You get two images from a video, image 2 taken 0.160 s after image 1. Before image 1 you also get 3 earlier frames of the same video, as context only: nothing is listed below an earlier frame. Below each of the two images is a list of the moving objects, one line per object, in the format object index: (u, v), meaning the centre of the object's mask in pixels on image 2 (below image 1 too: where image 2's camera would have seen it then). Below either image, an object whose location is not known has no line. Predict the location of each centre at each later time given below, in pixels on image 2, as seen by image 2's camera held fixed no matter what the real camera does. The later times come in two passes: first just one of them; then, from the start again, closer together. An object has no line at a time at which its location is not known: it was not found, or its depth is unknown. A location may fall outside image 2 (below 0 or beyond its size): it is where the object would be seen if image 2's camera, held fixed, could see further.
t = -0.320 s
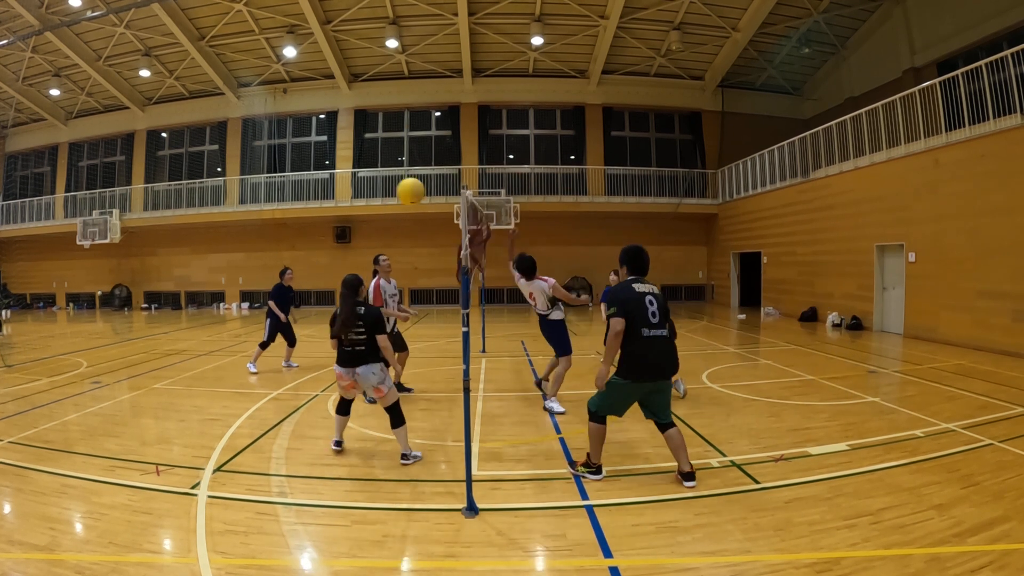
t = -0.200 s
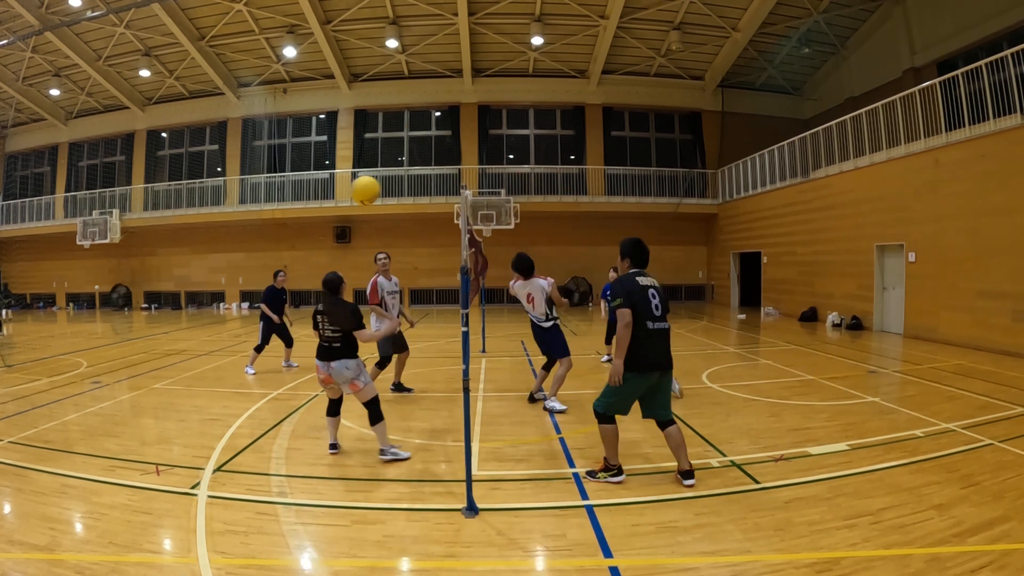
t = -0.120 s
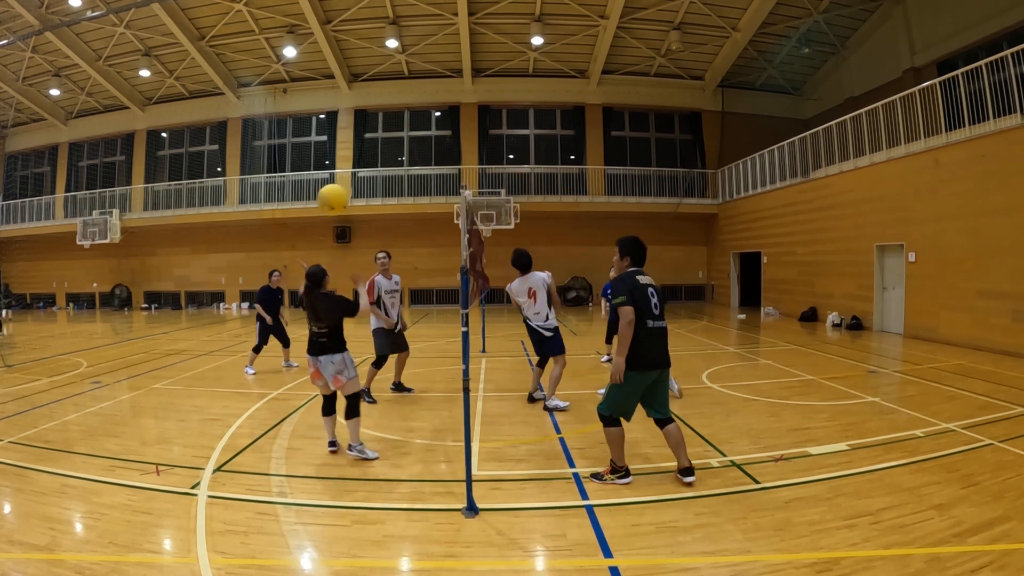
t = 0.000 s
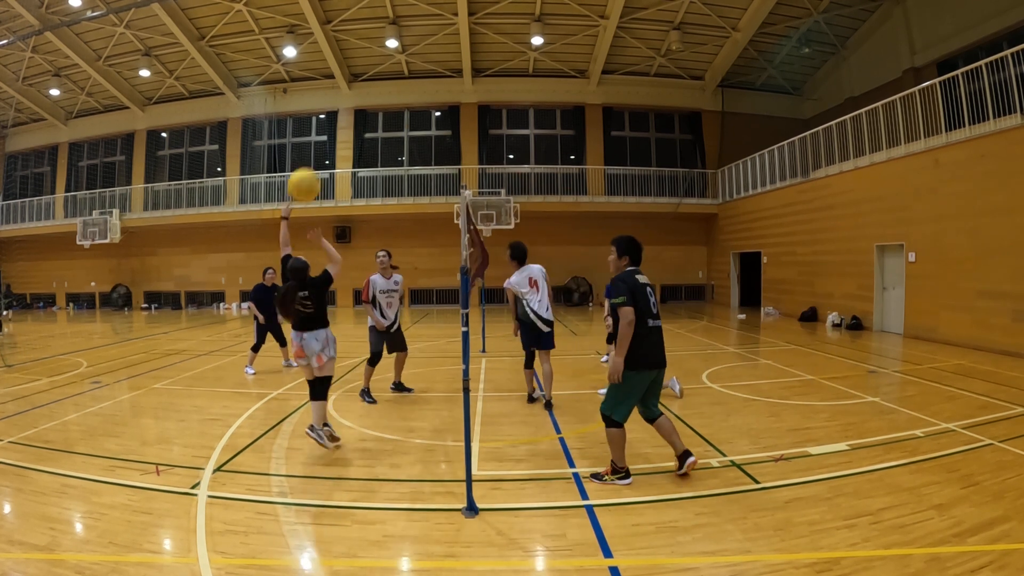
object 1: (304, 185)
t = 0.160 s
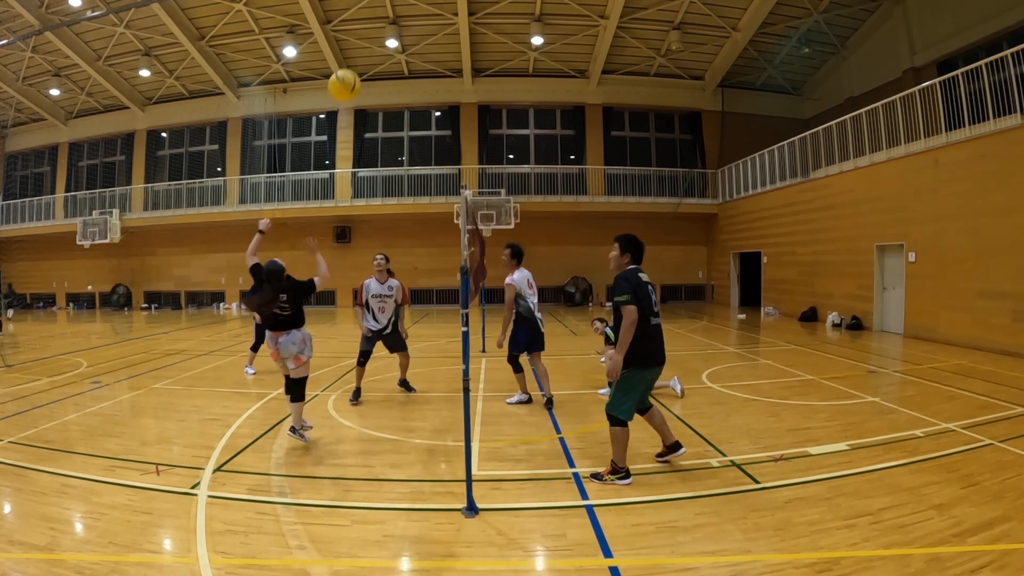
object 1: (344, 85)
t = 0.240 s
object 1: (363, 50)
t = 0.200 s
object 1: (354, 67)
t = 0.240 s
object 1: (363, 50)
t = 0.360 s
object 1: (393, 16)
